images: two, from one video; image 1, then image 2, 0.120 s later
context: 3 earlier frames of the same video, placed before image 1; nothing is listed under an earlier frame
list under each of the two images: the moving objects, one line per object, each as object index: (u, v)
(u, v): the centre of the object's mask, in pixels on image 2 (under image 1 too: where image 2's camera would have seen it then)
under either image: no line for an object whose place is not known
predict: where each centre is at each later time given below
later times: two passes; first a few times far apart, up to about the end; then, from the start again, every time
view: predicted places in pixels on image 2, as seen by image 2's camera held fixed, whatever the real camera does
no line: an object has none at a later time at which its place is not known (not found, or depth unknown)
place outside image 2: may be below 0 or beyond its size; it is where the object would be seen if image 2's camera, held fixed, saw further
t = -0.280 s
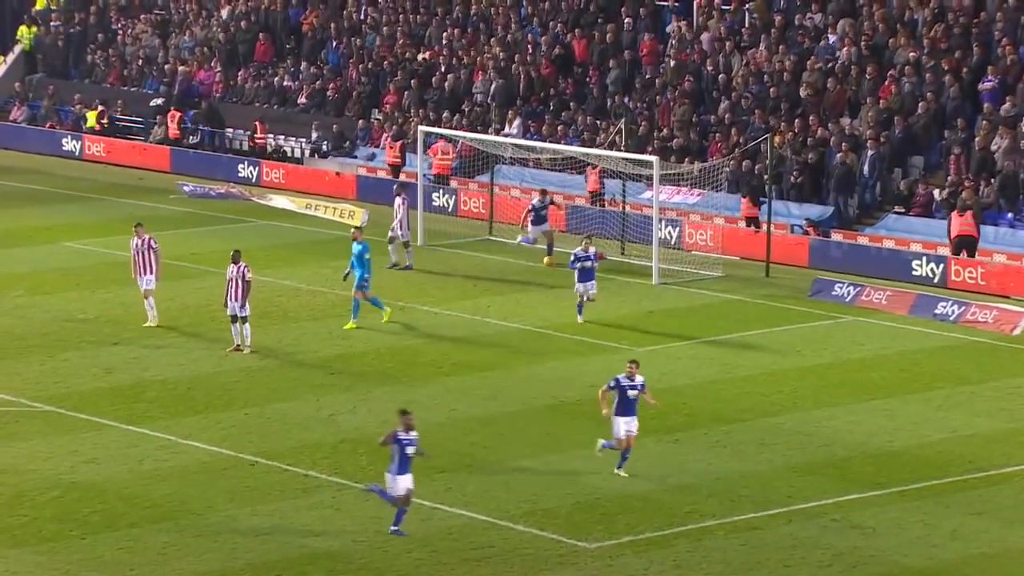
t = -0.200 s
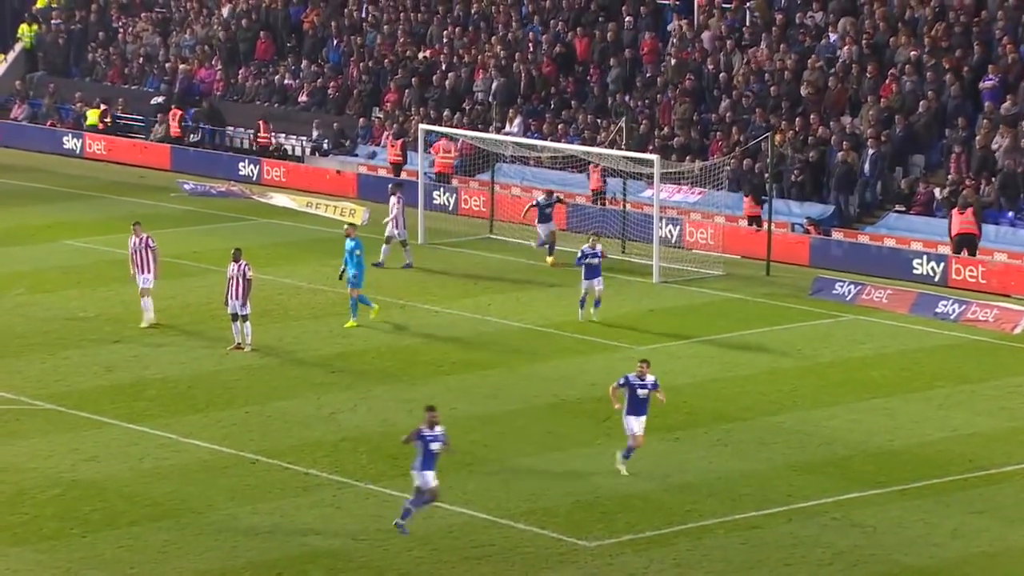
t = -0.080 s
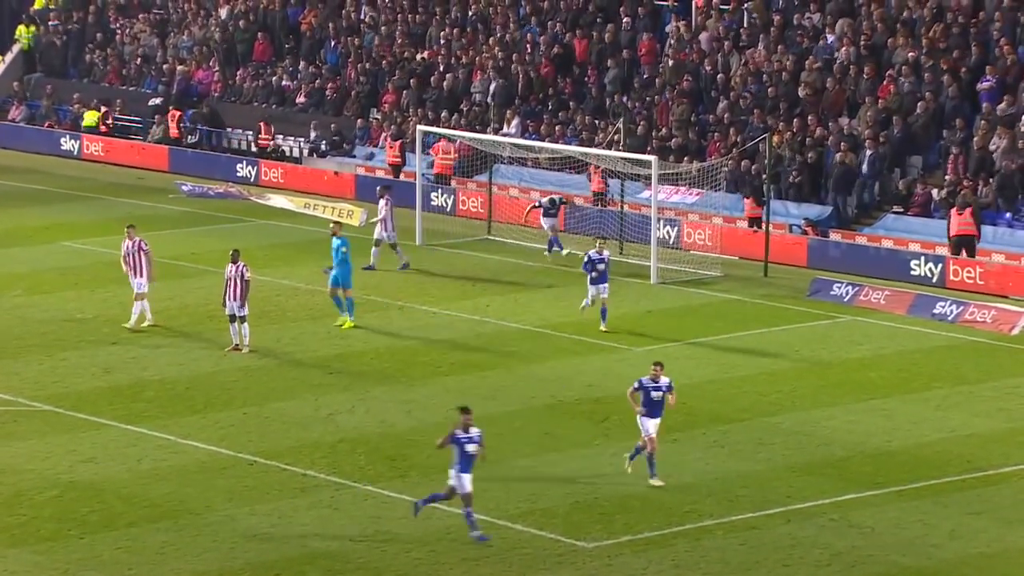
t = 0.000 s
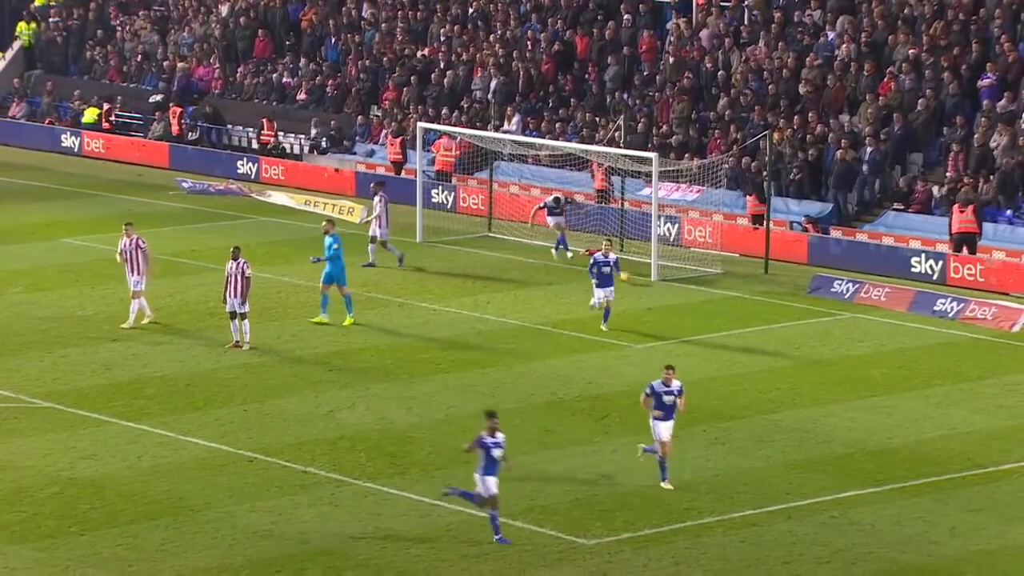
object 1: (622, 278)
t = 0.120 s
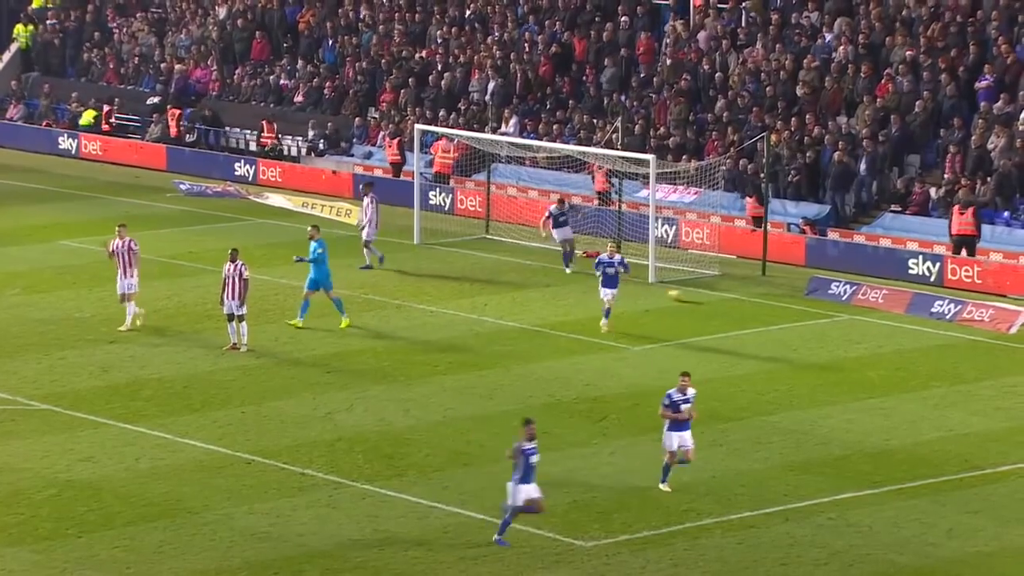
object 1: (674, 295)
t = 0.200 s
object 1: (709, 304)
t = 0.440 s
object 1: (809, 336)
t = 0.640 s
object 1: (887, 364)
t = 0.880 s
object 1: (974, 396)
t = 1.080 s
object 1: (1041, 421)
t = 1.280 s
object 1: (1104, 446)
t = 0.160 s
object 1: (693, 300)
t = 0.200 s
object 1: (709, 304)
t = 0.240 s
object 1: (727, 311)
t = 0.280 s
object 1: (743, 316)
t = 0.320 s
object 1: (761, 322)
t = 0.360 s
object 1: (776, 325)
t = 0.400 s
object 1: (793, 331)
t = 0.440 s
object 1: (809, 336)
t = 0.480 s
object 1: (825, 342)
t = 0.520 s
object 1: (840, 348)
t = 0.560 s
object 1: (856, 353)
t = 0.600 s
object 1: (871, 358)
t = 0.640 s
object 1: (887, 364)
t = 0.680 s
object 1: (902, 370)
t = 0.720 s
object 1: (916, 375)
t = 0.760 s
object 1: (931, 380)
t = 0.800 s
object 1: (945, 386)
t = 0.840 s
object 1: (960, 391)
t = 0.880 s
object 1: (974, 396)
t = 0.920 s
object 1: (987, 400)
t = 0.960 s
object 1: (1001, 406)
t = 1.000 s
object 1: (1015, 412)
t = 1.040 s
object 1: (1029, 416)
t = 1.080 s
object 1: (1041, 421)
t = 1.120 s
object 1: (1055, 427)
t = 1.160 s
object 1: (1067, 432)
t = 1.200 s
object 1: (1079, 436)
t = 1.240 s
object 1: (1092, 441)
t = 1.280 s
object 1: (1104, 446)
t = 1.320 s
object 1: (1115, 451)
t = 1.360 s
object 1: (1125, 455)
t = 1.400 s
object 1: (1134, 459)
